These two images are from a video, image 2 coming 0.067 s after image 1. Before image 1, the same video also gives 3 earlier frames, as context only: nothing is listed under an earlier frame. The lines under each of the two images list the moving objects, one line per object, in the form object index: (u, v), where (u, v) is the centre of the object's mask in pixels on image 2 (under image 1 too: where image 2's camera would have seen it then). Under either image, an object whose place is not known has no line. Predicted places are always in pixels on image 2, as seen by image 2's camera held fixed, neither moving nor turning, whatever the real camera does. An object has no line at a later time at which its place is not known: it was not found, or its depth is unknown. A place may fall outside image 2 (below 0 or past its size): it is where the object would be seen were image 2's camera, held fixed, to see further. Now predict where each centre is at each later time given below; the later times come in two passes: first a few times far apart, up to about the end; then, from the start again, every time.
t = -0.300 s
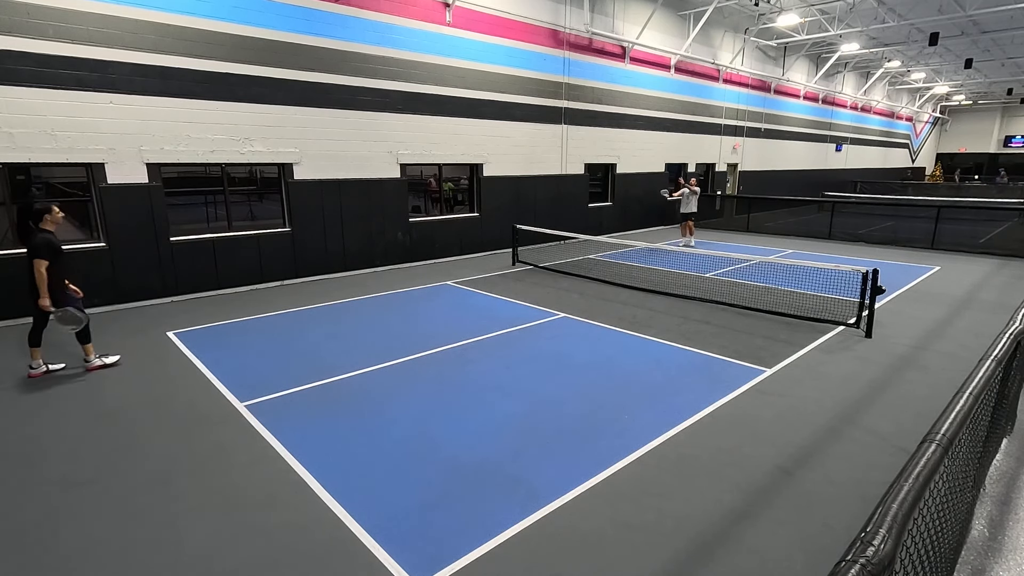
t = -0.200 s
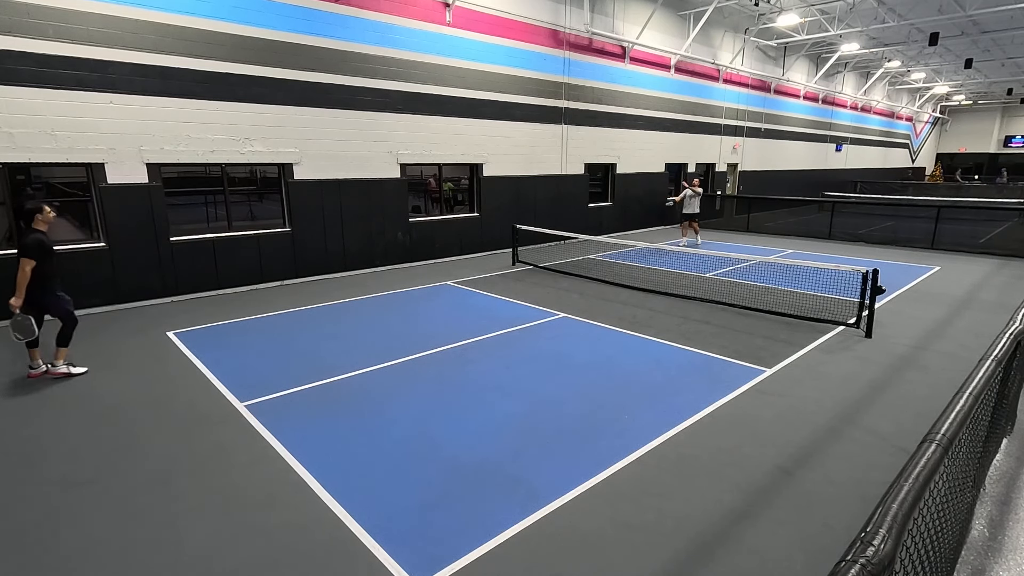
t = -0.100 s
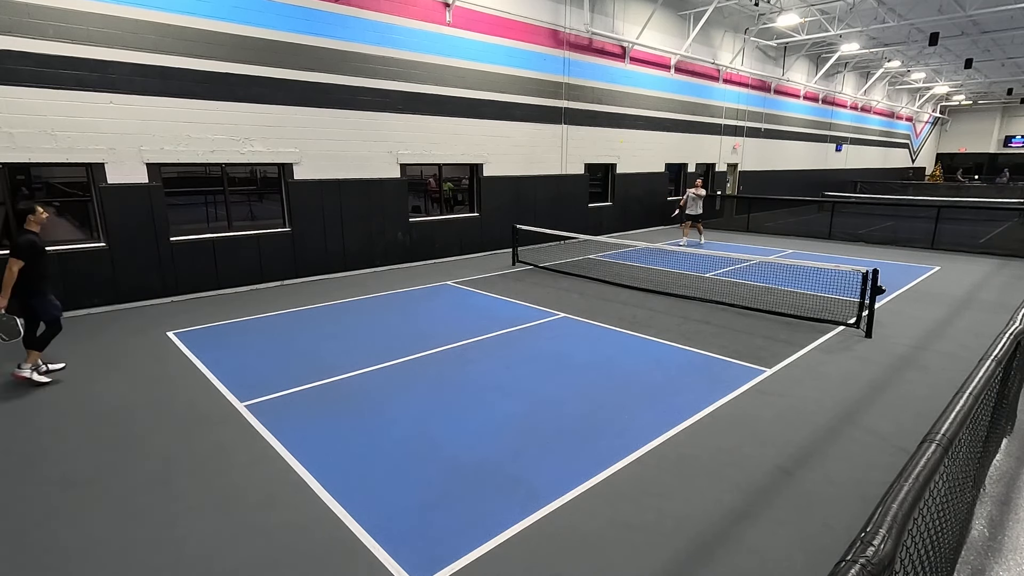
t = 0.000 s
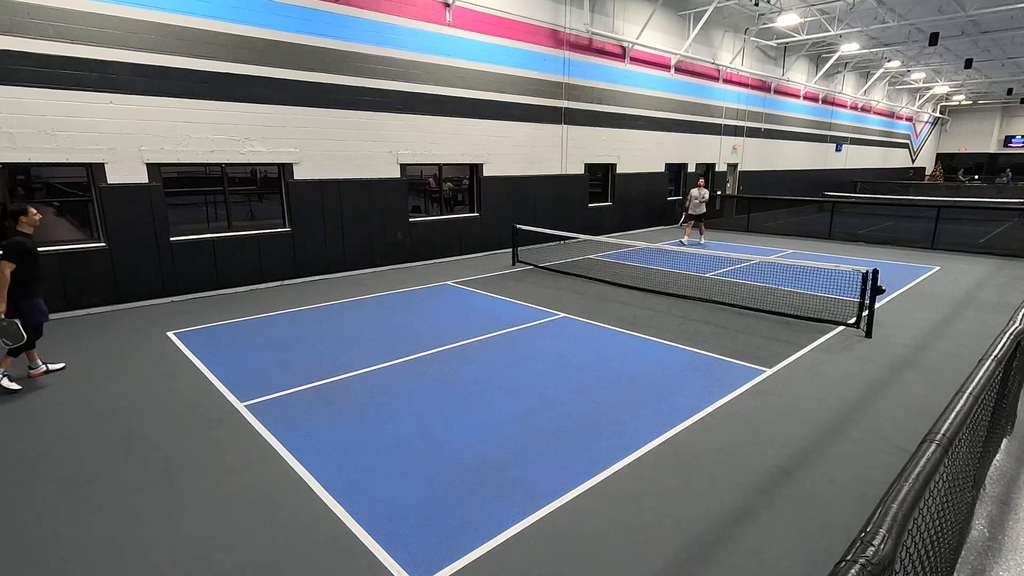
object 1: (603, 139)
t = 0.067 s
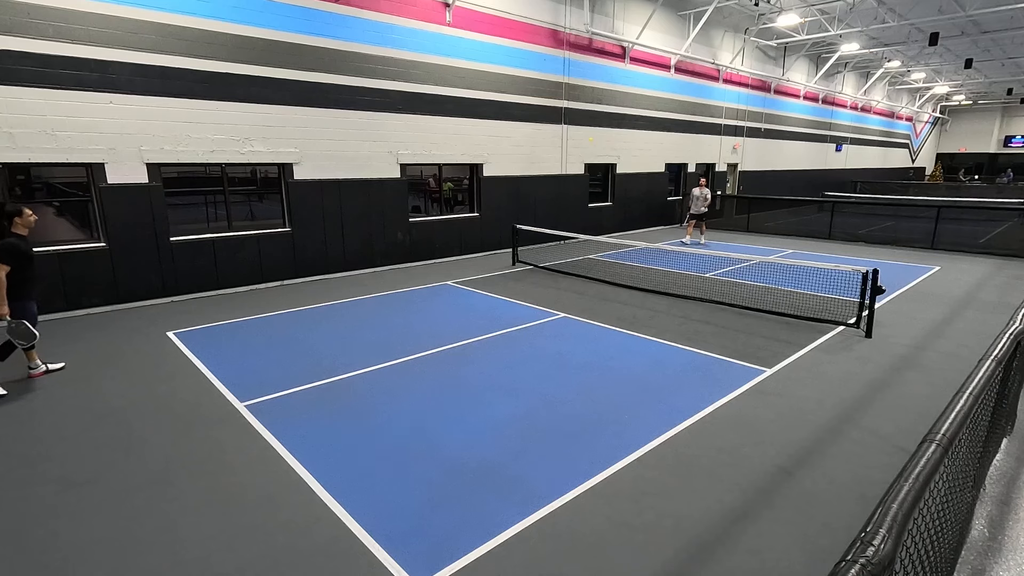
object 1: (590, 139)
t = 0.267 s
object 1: (548, 158)
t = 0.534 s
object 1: (478, 225)
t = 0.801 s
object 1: (398, 335)
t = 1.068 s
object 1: (343, 296)
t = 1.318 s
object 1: (287, 315)
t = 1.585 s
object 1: (226, 404)
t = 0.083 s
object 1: (587, 140)
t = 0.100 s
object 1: (583, 141)
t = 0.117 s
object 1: (580, 142)
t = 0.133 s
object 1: (577, 143)
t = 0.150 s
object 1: (573, 144)
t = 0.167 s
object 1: (569, 145)
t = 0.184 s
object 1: (566, 147)
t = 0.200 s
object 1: (563, 149)
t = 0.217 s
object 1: (559, 151)
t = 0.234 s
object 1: (556, 153)
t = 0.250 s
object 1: (551, 155)
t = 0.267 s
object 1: (548, 158)
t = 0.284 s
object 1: (543, 160)
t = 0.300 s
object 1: (539, 163)
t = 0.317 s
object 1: (535, 166)
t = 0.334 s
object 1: (532, 169)
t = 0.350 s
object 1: (528, 173)
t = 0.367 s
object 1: (523, 177)
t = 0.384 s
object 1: (519, 180)
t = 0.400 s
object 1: (515, 184)
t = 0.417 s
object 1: (510, 188)
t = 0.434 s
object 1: (506, 193)
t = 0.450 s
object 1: (501, 198)
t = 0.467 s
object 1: (497, 203)
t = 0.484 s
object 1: (492, 208)
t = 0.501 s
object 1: (487, 213)
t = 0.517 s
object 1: (483, 219)
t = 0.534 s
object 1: (478, 225)
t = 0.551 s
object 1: (473, 231)
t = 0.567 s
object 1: (468, 237)
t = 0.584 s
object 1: (464, 244)
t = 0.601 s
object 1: (458, 251)
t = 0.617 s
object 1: (454, 258)
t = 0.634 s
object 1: (448, 265)
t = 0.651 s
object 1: (443, 273)
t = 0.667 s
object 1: (438, 280)
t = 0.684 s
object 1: (433, 289)
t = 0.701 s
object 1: (427, 298)
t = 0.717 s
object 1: (422, 307)
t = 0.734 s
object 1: (417, 316)
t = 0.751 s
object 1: (411, 325)
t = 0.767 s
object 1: (404, 335)
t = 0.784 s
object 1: (401, 339)
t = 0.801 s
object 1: (398, 335)
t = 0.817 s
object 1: (394, 330)
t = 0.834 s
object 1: (391, 327)
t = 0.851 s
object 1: (388, 323)
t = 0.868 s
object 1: (385, 320)
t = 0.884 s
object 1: (382, 317)
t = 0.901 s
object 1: (378, 314)
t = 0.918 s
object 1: (375, 311)
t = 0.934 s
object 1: (371, 309)
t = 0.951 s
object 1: (368, 306)
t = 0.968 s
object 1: (365, 304)
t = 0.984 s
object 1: (361, 302)
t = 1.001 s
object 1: (358, 301)
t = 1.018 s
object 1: (354, 299)
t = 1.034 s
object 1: (350, 298)
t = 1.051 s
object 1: (347, 297)
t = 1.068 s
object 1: (343, 296)
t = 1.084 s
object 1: (340, 296)
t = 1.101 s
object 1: (336, 295)
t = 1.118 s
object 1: (332, 295)
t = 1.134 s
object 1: (329, 295)
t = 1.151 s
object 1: (325, 296)
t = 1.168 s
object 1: (321, 297)
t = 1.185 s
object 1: (318, 298)
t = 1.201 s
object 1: (314, 299)
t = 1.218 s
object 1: (310, 300)
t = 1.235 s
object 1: (306, 302)
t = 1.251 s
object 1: (302, 304)
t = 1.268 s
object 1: (298, 306)
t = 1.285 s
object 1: (295, 309)
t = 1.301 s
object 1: (291, 312)
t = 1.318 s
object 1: (287, 315)
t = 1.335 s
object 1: (283, 318)
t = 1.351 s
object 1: (279, 322)
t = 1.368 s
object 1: (276, 326)
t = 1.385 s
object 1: (272, 331)
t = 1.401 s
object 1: (268, 335)
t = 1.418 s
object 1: (264, 340)
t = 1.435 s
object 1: (260, 346)
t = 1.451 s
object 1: (257, 351)
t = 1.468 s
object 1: (253, 357)
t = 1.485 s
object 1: (249, 363)
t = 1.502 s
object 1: (246, 370)
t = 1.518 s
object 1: (242, 377)
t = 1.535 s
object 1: (238, 384)
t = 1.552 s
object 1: (235, 392)
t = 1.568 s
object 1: (231, 400)
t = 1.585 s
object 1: (226, 404)
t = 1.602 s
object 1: (221, 401)
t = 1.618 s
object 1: (215, 398)
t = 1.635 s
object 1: (210, 396)
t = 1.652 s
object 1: (204, 394)
